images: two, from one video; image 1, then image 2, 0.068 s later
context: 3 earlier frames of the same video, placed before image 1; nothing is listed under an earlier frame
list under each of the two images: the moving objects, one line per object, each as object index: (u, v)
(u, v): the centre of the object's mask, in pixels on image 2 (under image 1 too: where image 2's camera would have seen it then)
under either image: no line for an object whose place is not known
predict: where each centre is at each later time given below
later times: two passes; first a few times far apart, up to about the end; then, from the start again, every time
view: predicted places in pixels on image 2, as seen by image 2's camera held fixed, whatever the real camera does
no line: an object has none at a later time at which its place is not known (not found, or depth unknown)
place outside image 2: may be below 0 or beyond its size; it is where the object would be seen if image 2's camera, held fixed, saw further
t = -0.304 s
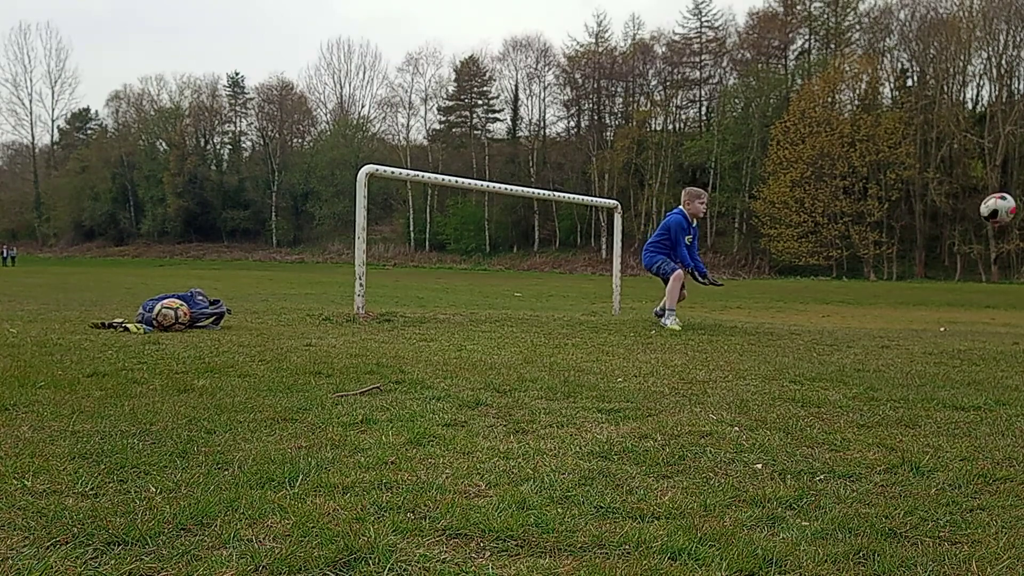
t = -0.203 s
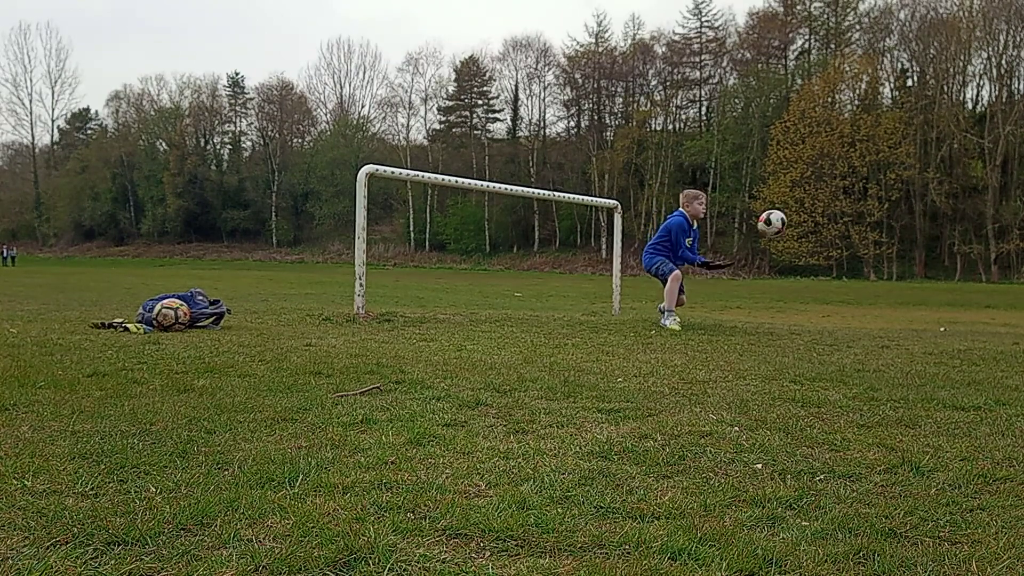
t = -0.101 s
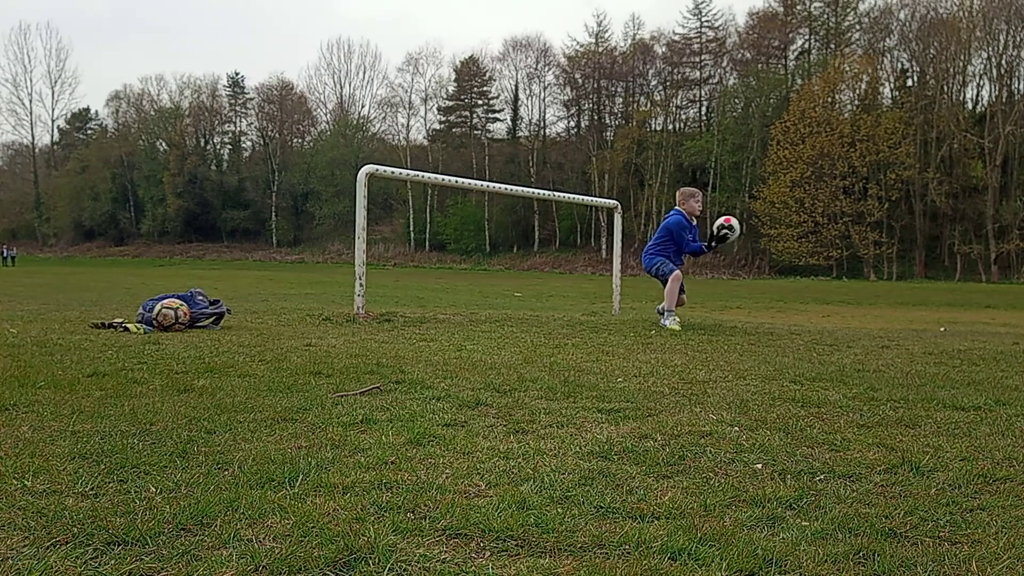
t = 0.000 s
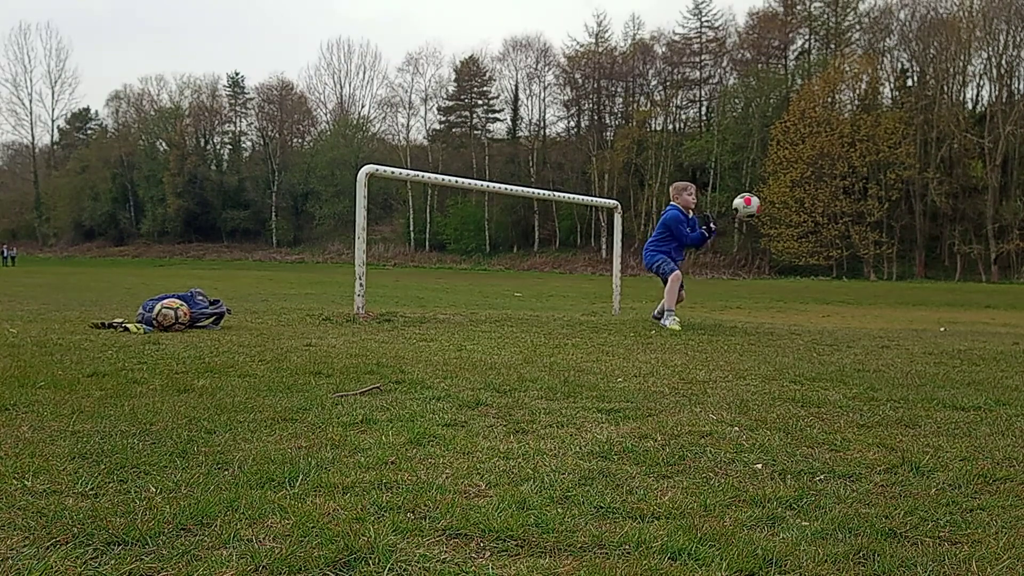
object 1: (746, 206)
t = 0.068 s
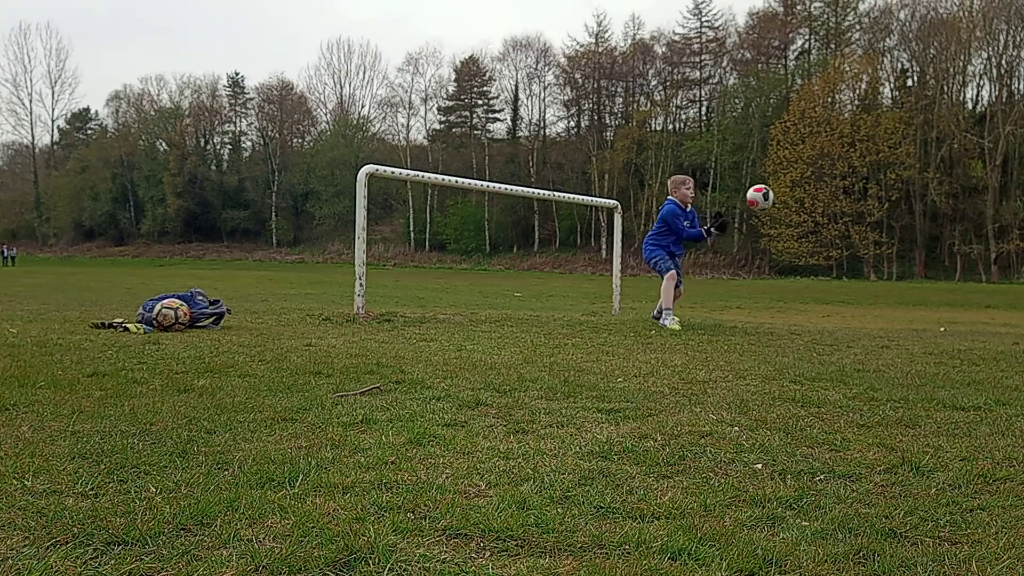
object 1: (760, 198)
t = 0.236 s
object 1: (793, 203)
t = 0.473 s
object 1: (838, 277)
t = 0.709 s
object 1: (892, 283)
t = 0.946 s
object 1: (950, 265)
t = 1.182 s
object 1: (1006, 324)
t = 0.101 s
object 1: (766, 196)
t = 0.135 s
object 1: (773, 194)
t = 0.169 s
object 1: (779, 196)
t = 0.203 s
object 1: (785, 199)
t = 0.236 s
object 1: (793, 203)
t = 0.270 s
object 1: (799, 209)
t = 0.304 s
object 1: (805, 216)
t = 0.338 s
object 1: (813, 225)
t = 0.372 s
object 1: (819, 235)
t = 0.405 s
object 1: (825, 248)
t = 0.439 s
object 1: (832, 262)
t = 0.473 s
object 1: (838, 277)
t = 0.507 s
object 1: (844, 293)
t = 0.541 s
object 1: (851, 312)
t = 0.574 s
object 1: (858, 326)
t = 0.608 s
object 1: (866, 313)
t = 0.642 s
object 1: (874, 302)
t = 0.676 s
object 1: (883, 292)
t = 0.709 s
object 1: (892, 283)
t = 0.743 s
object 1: (900, 275)
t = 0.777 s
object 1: (908, 270)
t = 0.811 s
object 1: (916, 266)
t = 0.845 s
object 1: (925, 263)
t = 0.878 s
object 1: (933, 262)
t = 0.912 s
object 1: (942, 263)
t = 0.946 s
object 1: (950, 265)
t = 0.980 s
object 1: (958, 268)
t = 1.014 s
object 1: (966, 273)
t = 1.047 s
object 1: (974, 280)
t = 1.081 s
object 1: (982, 289)
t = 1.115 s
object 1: (990, 299)
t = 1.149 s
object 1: (998, 311)
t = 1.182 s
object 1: (1006, 324)
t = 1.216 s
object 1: (1012, 335)
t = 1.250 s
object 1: (1016, 328)
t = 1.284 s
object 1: (1020, 321)
